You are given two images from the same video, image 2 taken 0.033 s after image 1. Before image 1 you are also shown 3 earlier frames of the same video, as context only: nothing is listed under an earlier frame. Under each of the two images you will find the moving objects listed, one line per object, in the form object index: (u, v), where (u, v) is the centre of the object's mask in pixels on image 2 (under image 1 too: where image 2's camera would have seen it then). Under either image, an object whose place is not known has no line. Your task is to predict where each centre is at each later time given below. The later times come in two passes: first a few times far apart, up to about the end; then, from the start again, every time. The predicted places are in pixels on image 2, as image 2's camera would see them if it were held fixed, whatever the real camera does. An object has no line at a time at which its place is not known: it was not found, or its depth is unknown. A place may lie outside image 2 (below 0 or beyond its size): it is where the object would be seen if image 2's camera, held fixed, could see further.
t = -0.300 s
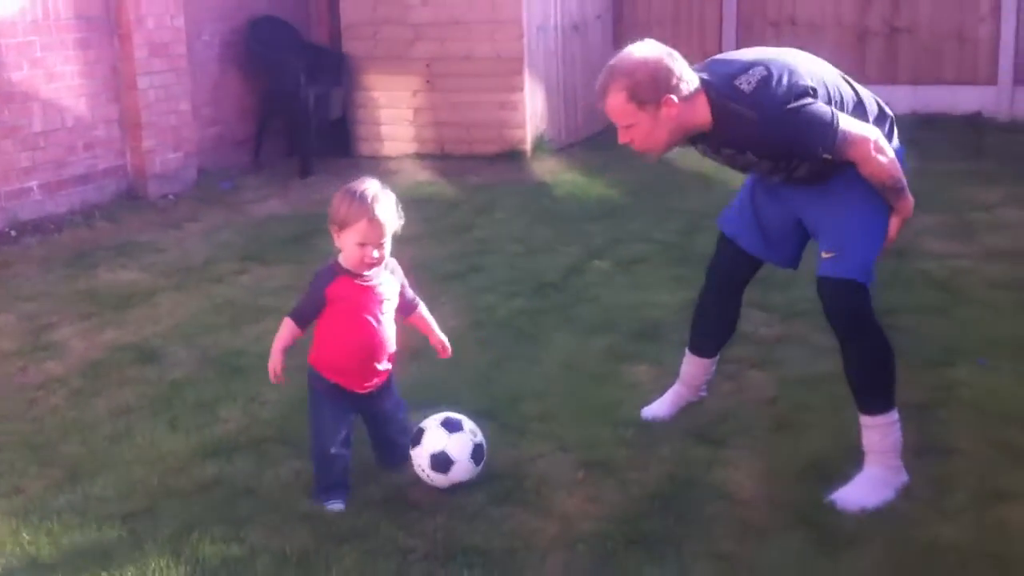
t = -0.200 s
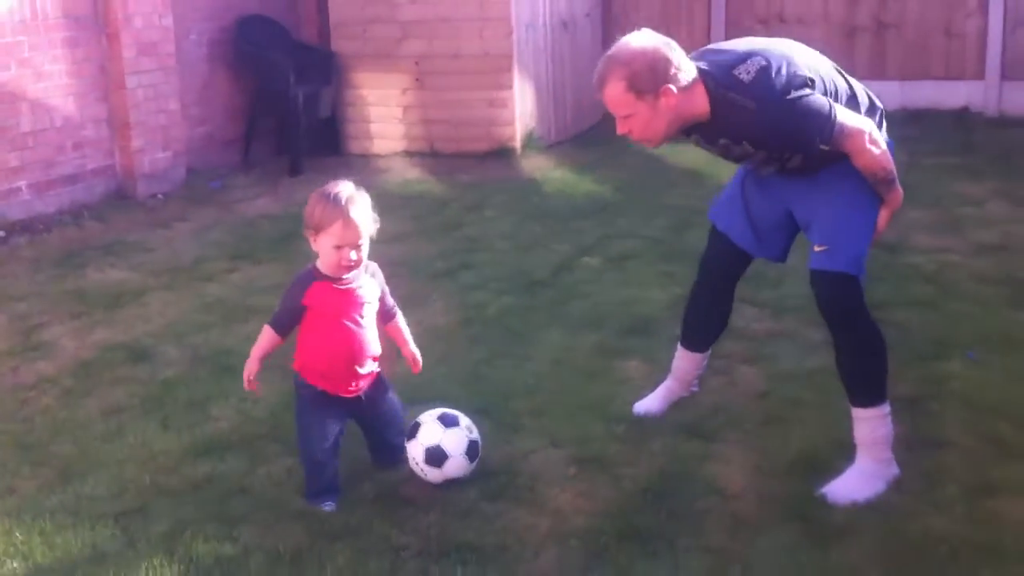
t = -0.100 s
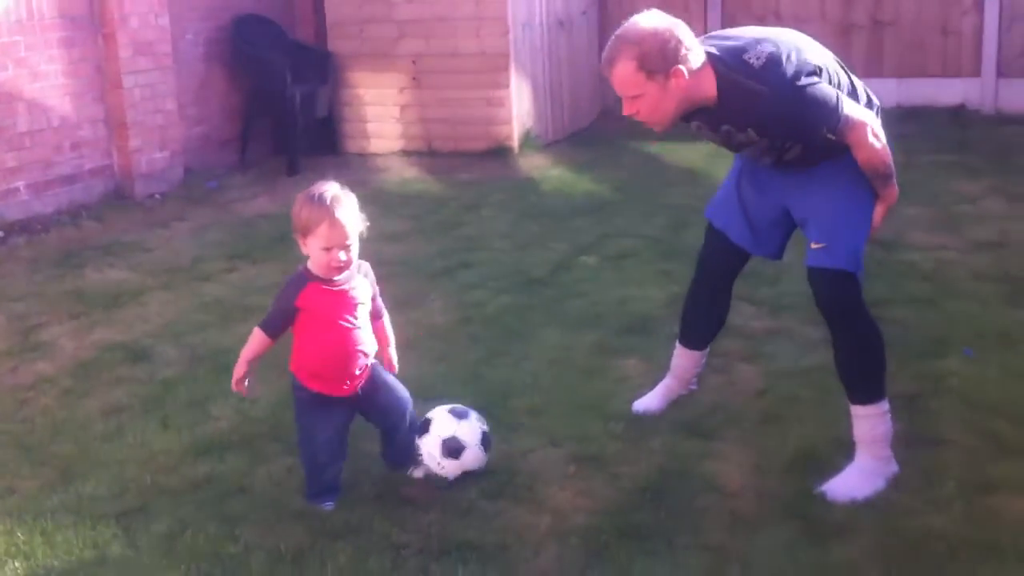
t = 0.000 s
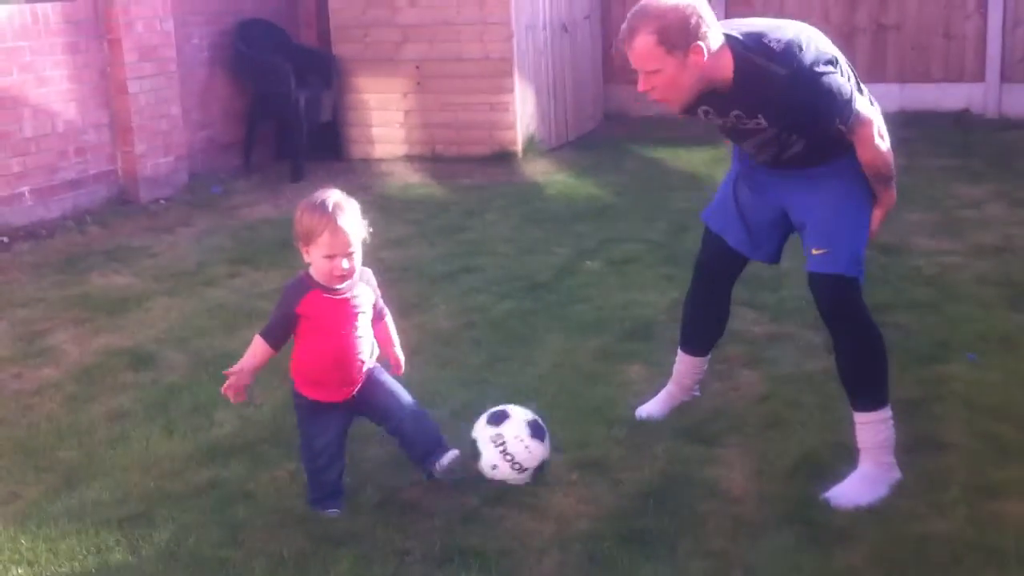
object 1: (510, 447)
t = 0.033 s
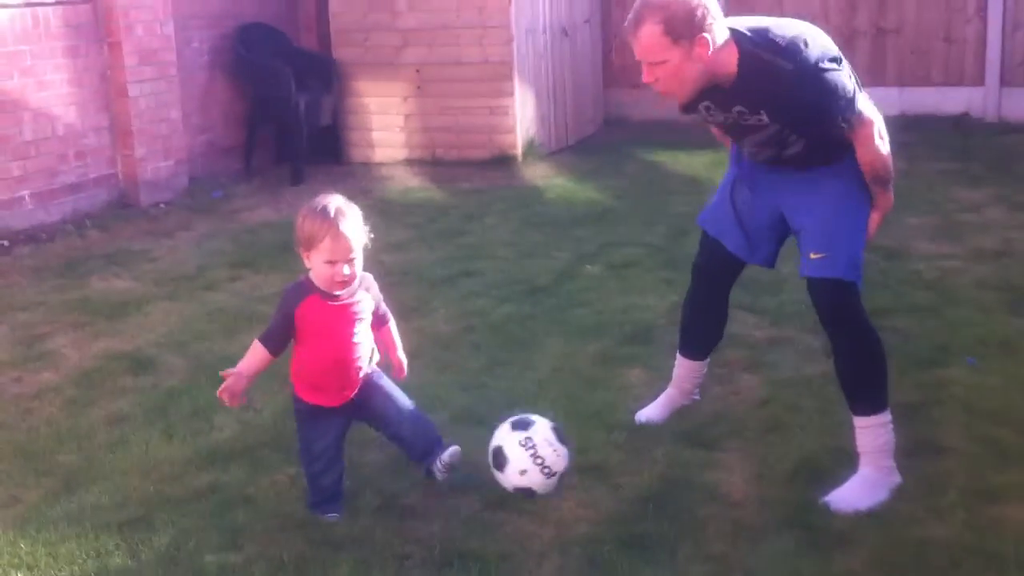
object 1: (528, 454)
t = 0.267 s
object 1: (631, 491)
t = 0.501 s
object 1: (705, 503)
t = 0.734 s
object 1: (749, 515)
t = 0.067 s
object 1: (549, 465)
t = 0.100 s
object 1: (570, 480)
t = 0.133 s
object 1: (589, 497)
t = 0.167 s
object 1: (599, 494)
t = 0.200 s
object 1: (610, 490)
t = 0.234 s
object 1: (620, 489)
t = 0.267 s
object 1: (631, 491)
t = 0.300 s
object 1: (642, 496)
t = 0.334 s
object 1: (653, 498)
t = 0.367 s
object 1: (663, 496)
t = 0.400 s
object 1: (676, 499)
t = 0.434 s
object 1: (686, 502)
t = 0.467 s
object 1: (695, 502)
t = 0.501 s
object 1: (705, 503)
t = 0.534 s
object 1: (712, 506)
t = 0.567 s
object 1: (718, 507)
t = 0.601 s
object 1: (725, 509)
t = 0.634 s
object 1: (732, 512)
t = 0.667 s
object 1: (737, 513)
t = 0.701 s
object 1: (743, 513)
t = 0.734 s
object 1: (749, 515)
